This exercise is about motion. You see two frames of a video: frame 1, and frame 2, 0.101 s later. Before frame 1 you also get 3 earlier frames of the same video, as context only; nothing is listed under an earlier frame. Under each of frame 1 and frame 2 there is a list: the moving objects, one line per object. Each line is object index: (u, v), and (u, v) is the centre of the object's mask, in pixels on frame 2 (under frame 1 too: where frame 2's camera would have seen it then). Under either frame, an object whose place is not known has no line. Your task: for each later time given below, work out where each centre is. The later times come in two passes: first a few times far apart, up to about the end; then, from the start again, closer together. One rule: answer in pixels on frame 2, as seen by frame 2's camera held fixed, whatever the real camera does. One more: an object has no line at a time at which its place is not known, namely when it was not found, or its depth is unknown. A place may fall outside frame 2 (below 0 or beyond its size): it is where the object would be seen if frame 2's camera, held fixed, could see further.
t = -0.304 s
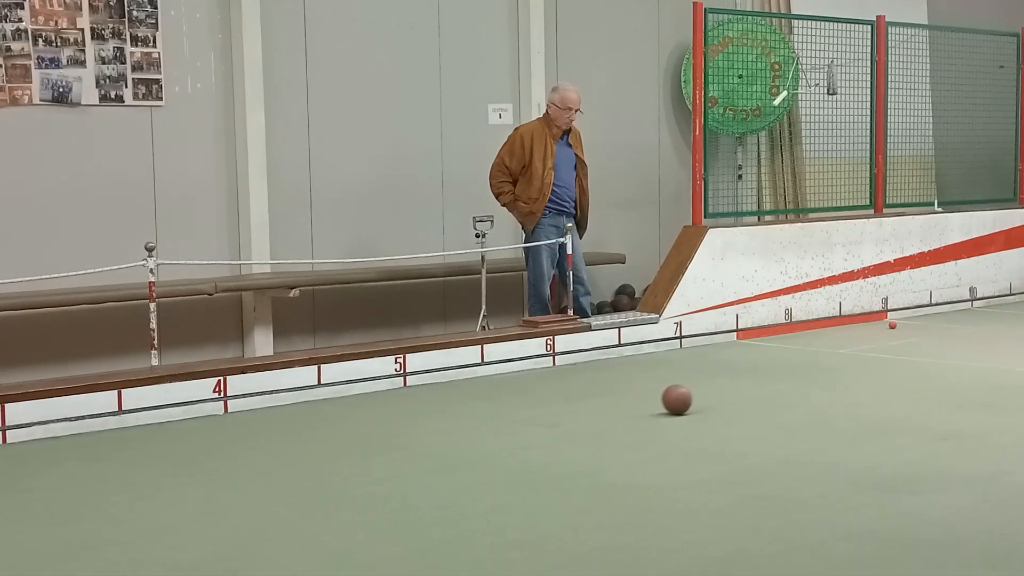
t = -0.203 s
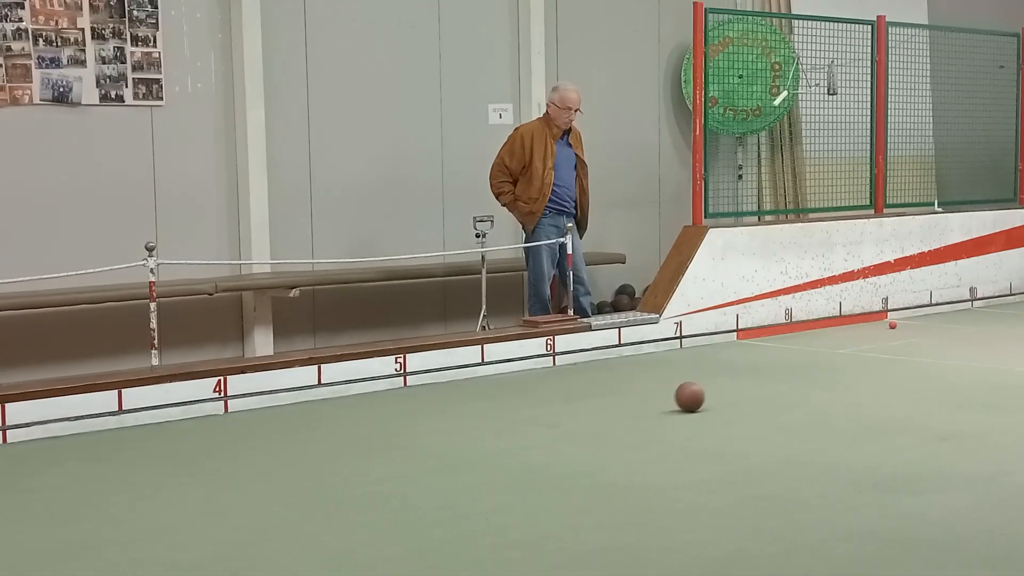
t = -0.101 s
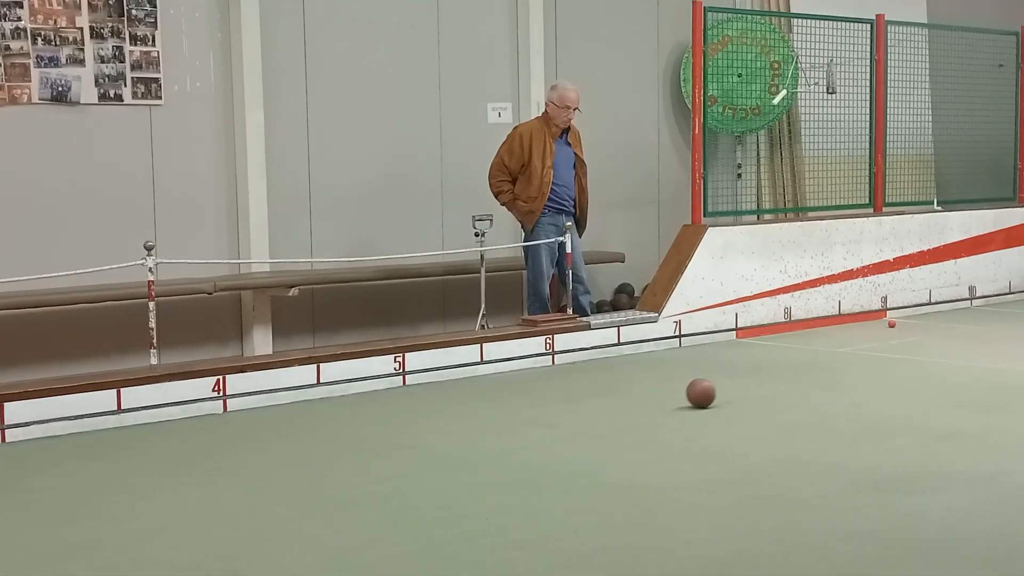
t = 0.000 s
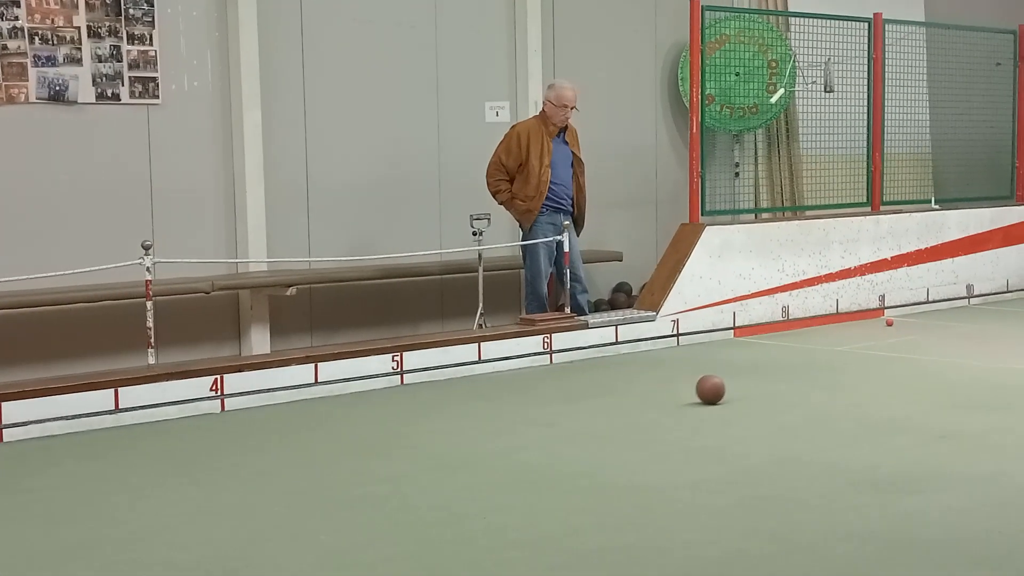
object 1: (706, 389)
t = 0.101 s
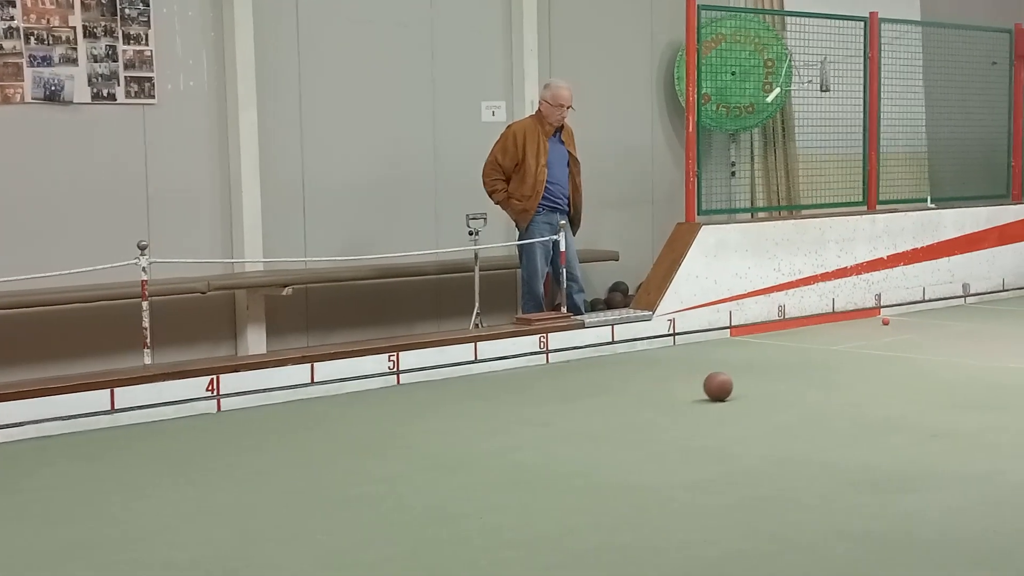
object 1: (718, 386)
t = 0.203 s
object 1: (729, 384)
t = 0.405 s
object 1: (750, 380)
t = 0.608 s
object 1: (770, 375)
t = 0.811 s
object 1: (789, 372)
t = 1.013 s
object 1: (807, 369)
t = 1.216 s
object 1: (823, 365)
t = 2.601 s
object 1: (920, 349)
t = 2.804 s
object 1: (932, 347)
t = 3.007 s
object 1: (941, 345)
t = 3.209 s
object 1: (951, 344)
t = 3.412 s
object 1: (961, 342)
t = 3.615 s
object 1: (970, 340)
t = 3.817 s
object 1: (978, 339)
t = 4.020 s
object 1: (986, 338)
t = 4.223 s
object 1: (993, 337)
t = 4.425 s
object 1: (1000, 336)
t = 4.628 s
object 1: (1006, 335)
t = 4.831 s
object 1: (1011, 334)
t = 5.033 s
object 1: (1015, 333)
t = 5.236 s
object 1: (1018, 332)
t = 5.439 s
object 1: (1021, 331)
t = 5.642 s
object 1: (1024, 331)
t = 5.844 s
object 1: (1028, 331)
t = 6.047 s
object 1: (1032, 330)
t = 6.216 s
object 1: (1034, 330)
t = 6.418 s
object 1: (1037, 330)
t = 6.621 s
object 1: (1040, 330)
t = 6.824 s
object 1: (1042, 330)
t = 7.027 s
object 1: (1043, 330)
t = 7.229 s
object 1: (1044, 330)
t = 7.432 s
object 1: (1044, 330)
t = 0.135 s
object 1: (721, 386)
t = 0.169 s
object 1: (725, 385)
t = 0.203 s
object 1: (729, 384)
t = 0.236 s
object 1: (732, 383)
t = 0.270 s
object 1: (736, 383)
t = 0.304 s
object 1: (739, 382)
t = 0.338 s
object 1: (743, 381)
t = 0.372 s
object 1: (746, 380)
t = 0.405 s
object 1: (750, 380)
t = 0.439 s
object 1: (753, 379)
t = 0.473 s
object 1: (756, 378)
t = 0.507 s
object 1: (760, 377)
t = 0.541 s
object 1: (763, 377)
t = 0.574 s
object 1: (766, 376)
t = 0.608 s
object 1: (770, 375)
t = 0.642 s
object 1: (774, 375)
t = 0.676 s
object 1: (777, 374)
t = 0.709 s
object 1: (780, 374)
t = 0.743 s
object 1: (783, 373)
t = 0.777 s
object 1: (786, 372)
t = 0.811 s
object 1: (789, 372)
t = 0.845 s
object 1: (792, 371)
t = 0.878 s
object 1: (795, 371)
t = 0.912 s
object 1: (798, 370)
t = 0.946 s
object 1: (801, 370)
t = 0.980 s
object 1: (804, 369)
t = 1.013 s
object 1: (807, 369)
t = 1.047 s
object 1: (810, 368)
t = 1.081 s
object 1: (812, 367)
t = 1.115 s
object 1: (815, 367)
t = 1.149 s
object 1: (818, 366)
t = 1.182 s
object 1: (821, 366)
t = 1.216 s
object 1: (823, 365)
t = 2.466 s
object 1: (913, 350)
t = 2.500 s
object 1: (915, 350)
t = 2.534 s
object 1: (917, 349)
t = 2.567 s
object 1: (918, 349)
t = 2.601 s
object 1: (920, 349)
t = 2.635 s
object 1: (922, 348)
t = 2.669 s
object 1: (924, 348)
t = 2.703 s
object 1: (926, 348)
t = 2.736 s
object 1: (928, 348)
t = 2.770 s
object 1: (930, 347)
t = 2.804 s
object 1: (932, 347)
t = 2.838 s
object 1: (933, 347)
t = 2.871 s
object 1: (935, 346)
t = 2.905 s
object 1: (937, 346)
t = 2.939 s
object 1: (939, 346)
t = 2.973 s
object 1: (940, 346)
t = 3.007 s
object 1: (941, 345)
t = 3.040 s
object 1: (943, 345)
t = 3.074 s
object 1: (945, 345)
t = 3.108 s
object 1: (946, 345)
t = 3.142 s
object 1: (948, 344)
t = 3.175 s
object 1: (949, 344)
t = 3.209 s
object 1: (951, 344)
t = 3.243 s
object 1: (953, 344)
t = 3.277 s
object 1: (955, 343)
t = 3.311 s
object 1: (956, 343)
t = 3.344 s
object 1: (958, 343)
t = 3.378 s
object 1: (959, 342)
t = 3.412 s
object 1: (961, 342)
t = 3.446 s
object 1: (962, 342)
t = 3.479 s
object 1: (964, 342)
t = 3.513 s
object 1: (965, 341)
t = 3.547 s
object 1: (967, 341)
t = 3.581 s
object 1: (968, 341)
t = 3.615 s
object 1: (970, 340)
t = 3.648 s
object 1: (971, 340)
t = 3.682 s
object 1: (973, 340)
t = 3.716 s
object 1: (974, 340)
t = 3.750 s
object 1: (975, 340)
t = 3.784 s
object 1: (977, 339)
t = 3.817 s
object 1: (978, 339)
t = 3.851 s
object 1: (980, 339)
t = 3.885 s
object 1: (981, 339)
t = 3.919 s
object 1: (982, 338)
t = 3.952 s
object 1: (983, 338)
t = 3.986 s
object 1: (985, 338)
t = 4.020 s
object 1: (986, 338)
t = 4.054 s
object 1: (987, 338)
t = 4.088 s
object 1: (989, 338)
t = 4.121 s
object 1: (990, 337)
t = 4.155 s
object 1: (991, 337)
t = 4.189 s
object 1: (992, 337)
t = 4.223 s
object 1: (993, 337)
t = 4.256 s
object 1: (995, 337)
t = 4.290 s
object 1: (996, 337)
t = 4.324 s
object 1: (997, 336)
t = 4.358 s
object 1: (998, 336)
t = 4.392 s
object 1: (999, 336)
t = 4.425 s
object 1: (1000, 336)
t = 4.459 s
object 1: (1001, 336)
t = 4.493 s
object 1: (1002, 336)
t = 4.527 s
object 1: (1003, 335)
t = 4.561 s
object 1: (1004, 335)
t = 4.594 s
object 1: (1005, 335)
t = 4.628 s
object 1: (1006, 335)
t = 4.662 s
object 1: (1007, 335)
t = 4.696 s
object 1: (1008, 335)
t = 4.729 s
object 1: (1009, 334)
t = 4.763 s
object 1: (1010, 334)
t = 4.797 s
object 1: (1010, 334)
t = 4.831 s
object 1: (1011, 334)
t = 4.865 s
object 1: (1012, 334)
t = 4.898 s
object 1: (1012, 334)
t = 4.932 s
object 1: (1013, 333)
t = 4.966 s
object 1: (1014, 333)
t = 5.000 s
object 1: (1014, 333)
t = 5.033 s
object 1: (1015, 333)
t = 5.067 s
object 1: (1015, 333)
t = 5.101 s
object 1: (1016, 333)
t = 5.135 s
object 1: (1016, 333)
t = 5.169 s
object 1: (1017, 332)
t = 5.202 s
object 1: (1018, 332)
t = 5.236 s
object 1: (1018, 332)
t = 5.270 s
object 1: (1019, 332)
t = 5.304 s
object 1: (1019, 332)
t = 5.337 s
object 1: (1020, 332)
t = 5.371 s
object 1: (1020, 332)
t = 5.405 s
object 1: (1021, 332)
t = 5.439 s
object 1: (1021, 331)
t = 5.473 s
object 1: (1022, 331)
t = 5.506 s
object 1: (1022, 331)
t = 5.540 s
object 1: (1023, 331)
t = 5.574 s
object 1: (1023, 331)
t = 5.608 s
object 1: (1024, 331)
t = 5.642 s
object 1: (1024, 331)
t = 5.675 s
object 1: (1025, 331)
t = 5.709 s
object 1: (1025, 331)
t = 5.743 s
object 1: (1026, 331)
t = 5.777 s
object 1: (1027, 331)
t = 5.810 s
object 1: (1028, 331)
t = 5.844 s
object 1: (1028, 331)
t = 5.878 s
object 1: (1029, 330)
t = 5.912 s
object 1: (1029, 330)
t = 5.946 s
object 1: (1030, 330)
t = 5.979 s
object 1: (1030, 330)
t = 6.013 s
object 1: (1031, 330)
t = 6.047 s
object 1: (1032, 330)
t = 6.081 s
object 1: (1032, 330)
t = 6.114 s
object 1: (1033, 330)
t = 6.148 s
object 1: (1033, 330)
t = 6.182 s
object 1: (1034, 330)
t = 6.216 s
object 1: (1034, 330)
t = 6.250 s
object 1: (1035, 330)
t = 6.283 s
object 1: (1036, 330)
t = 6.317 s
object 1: (1036, 330)
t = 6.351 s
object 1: (1036, 330)
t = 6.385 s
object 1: (1037, 330)
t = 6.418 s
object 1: (1037, 330)
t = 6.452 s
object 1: (1038, 330)
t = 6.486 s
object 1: (1038, 330)
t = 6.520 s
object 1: (1039, 330)
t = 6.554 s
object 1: (1039, 330)
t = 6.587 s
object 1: (1039, 330)
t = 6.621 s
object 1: (1040, 330)
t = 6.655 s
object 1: (1040, 330)
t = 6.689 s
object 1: (1041, 330)
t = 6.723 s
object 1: (1041, 330)
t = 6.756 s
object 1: (1041, 330)
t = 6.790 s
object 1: (1042, 330)
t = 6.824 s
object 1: (1042, 330)
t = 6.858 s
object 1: (1042, 330)
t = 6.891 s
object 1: (1042, 330)
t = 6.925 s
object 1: (1042, 330)
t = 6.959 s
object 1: (1043, 330)
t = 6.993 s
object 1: (1043, 330)
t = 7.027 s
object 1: (1043, 330)
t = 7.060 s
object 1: (1043, 330)
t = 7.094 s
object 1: (1043, 330)
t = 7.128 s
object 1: (1043, 330)
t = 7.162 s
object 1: (1044, 330)
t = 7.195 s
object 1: (1044, 330)
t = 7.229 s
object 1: (1044, 330)
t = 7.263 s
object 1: (1044, 330)
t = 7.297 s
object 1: (1044, 330)
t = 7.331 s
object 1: (1044, 330)
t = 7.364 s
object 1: (1044, 330)
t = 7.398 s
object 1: (1044, 330)
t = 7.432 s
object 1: (1044, 330)
